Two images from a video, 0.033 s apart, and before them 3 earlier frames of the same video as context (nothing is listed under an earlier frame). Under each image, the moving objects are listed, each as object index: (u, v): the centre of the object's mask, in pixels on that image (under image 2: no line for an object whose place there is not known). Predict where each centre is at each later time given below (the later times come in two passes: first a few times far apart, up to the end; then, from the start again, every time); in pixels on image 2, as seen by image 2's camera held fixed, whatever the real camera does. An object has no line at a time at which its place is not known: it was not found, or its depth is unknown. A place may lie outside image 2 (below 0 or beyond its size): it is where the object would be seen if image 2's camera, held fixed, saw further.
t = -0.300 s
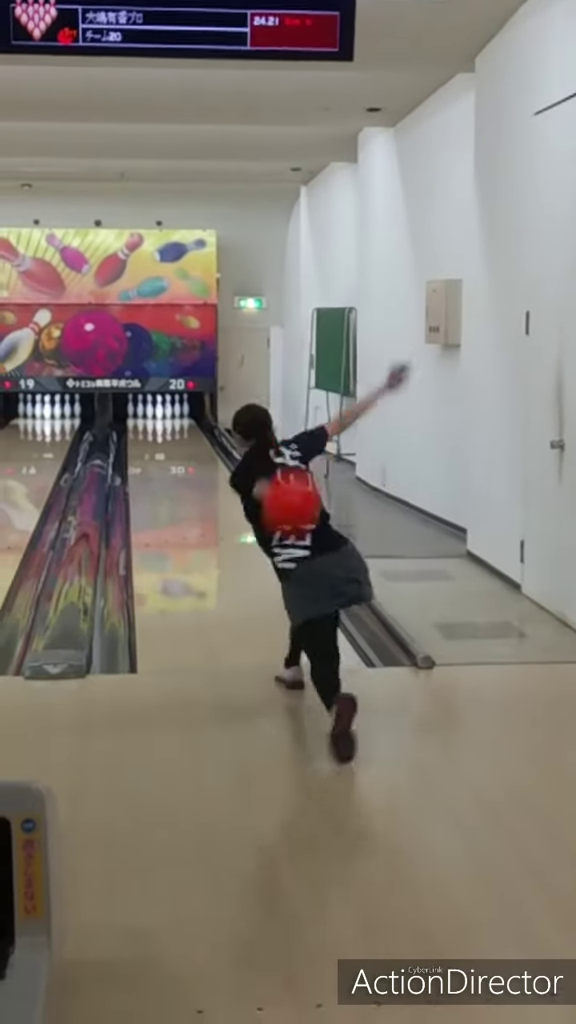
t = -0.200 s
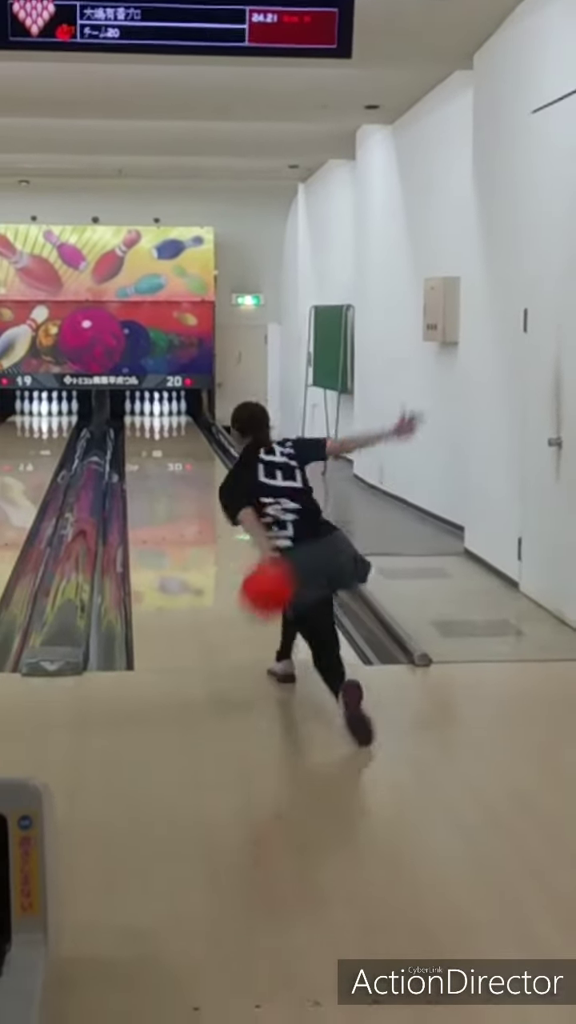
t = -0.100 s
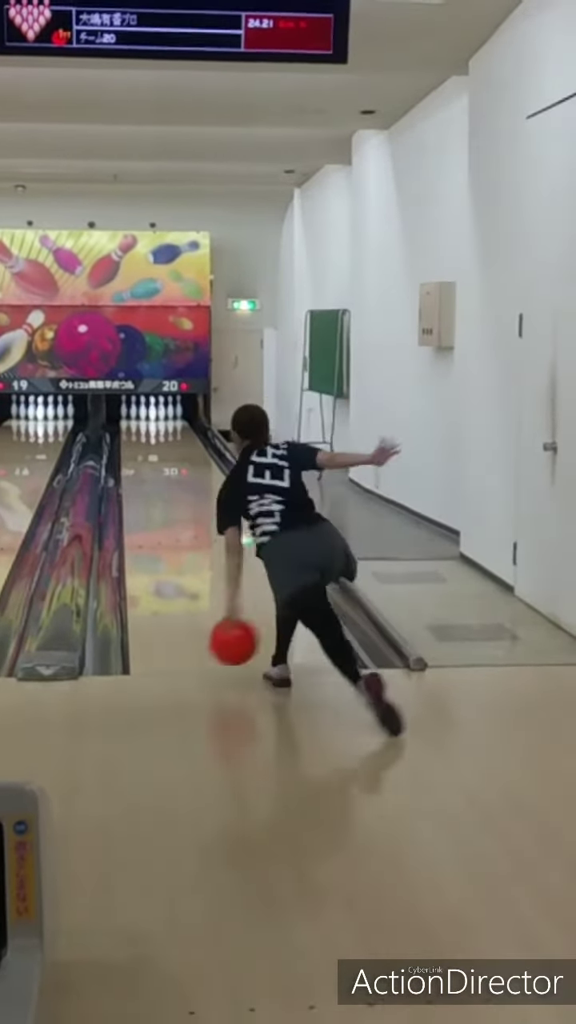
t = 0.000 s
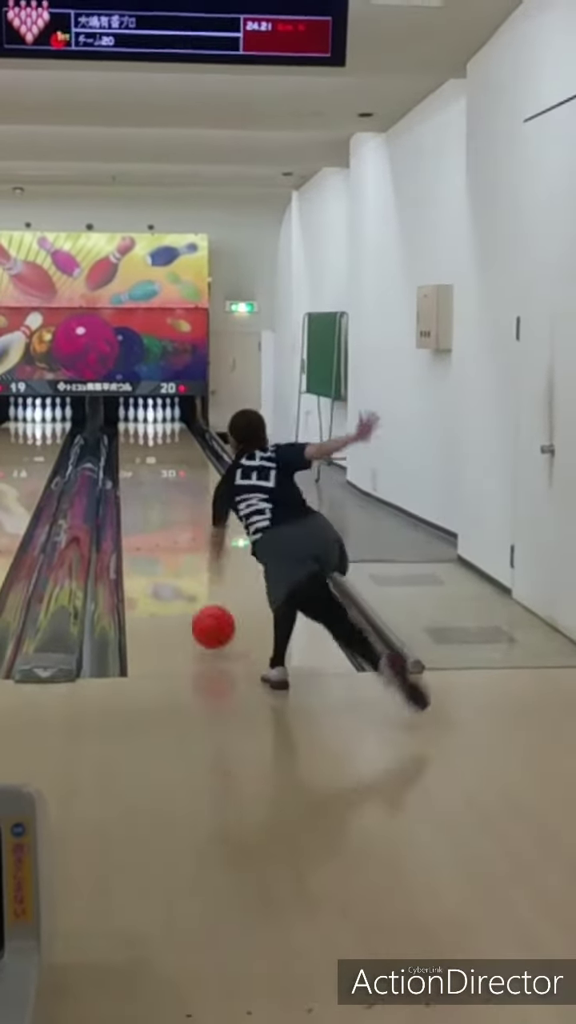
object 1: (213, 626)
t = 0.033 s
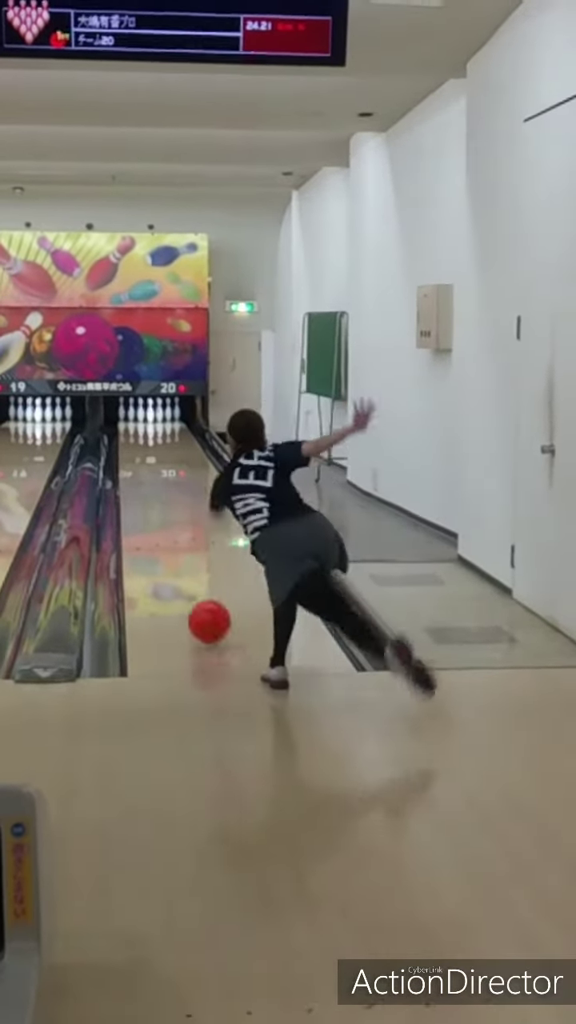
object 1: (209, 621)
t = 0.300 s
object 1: (185, 565)
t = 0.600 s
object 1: (167, 522)
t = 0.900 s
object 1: (156, 493)
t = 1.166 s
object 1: (148, 472)
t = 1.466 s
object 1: (142, 455)
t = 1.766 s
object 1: (138, 442)
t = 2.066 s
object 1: (136, 431)
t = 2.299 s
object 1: (138, 425)
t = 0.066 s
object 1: (206, 616)
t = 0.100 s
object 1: (202, 607)
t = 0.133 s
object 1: (199, 599)
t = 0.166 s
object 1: (196, 591)
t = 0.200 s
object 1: (193, 584)
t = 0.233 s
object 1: (190, 577)
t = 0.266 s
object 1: (187, 571)
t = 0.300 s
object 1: (185, 565)
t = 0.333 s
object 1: (183, 559)
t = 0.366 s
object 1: (180, 554)
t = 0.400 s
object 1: (178, 548)
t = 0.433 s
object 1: (176, 543)
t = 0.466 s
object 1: (174, 538)
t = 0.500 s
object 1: (172, 534)
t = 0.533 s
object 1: (170, 530)
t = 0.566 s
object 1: (169, 526)
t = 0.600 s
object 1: (167, 522)
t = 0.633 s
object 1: (165, 518)
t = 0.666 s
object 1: (165, 514)
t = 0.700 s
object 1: (163, 511)
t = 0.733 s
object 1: (161, 508)
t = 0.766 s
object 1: (160, 504)
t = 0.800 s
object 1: (159, 502)
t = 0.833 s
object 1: (158, 498)
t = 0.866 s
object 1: (156, 495)
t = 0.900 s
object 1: (156, 493)
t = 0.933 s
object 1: (155, 489)
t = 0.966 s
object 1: (153, 487)
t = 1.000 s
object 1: (153, 484)
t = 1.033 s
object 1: (152, 482)
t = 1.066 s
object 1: (150, 479)
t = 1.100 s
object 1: (150, 477)
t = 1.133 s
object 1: (149, 475)
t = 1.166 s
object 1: (148, 472)
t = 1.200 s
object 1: (147, 470)
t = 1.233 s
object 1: (146, 468)
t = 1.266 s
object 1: (146, 467)
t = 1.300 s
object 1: (145, 464)
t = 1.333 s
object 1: (144, 462)
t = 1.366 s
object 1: (144, 460)
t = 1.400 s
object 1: (143, 458)
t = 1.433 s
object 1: (143, 457)
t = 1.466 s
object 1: (142, 455)
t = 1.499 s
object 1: (141, 454)
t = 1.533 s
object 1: (141, 453)
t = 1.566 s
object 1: (140, 452)
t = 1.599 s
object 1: (140, 450)
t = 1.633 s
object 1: (139, 448)
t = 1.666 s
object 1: (139, 447)
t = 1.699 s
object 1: (139, 445)
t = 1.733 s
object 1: (139, 443)
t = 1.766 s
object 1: (138, 442)
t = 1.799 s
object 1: (137, 441)
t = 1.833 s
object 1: (137, 440)
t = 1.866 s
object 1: (137, 438)
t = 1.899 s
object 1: (137, 437)
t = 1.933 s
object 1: (137, 437)
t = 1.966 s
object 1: (136, 435)
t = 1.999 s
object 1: (136, 434)
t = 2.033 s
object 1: (136, 432)
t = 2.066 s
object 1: (136, 431)
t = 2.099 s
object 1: (136, 430)
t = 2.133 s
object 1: (136, 429)
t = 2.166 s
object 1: (136, 429)
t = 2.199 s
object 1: (137, 427)
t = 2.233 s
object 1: (137, 427)
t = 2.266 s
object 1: (137, 426)
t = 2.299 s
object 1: (138, 425)
